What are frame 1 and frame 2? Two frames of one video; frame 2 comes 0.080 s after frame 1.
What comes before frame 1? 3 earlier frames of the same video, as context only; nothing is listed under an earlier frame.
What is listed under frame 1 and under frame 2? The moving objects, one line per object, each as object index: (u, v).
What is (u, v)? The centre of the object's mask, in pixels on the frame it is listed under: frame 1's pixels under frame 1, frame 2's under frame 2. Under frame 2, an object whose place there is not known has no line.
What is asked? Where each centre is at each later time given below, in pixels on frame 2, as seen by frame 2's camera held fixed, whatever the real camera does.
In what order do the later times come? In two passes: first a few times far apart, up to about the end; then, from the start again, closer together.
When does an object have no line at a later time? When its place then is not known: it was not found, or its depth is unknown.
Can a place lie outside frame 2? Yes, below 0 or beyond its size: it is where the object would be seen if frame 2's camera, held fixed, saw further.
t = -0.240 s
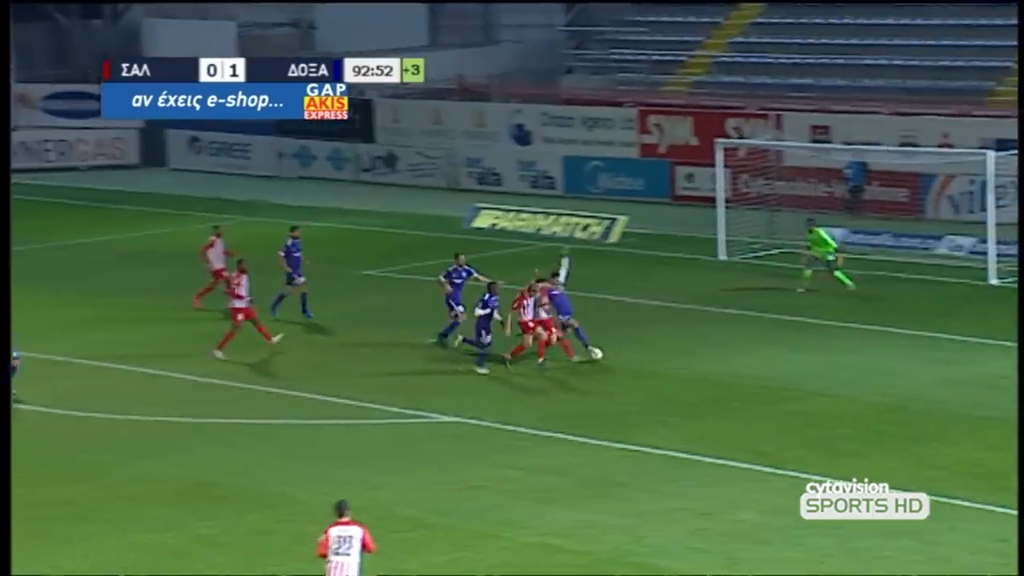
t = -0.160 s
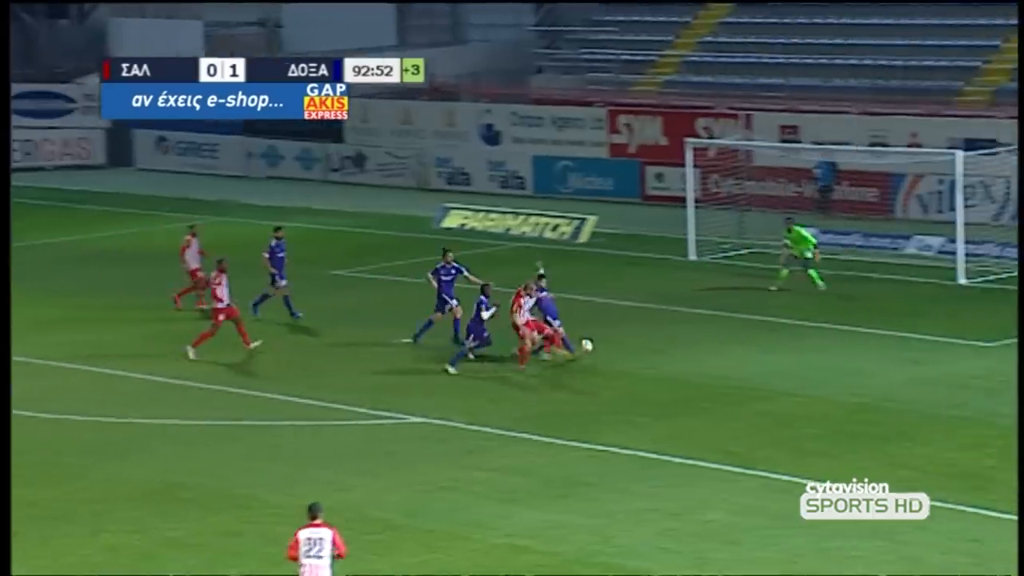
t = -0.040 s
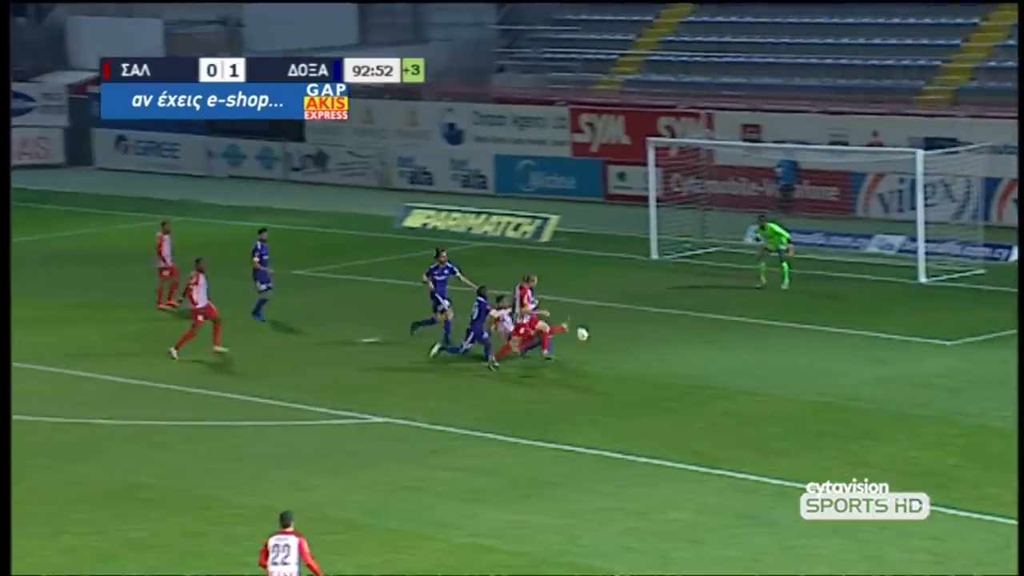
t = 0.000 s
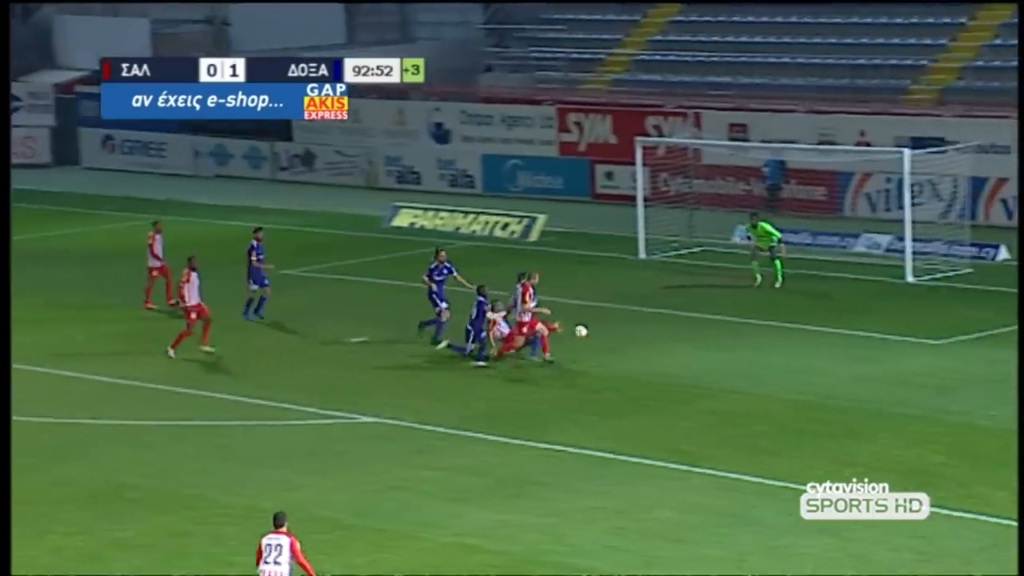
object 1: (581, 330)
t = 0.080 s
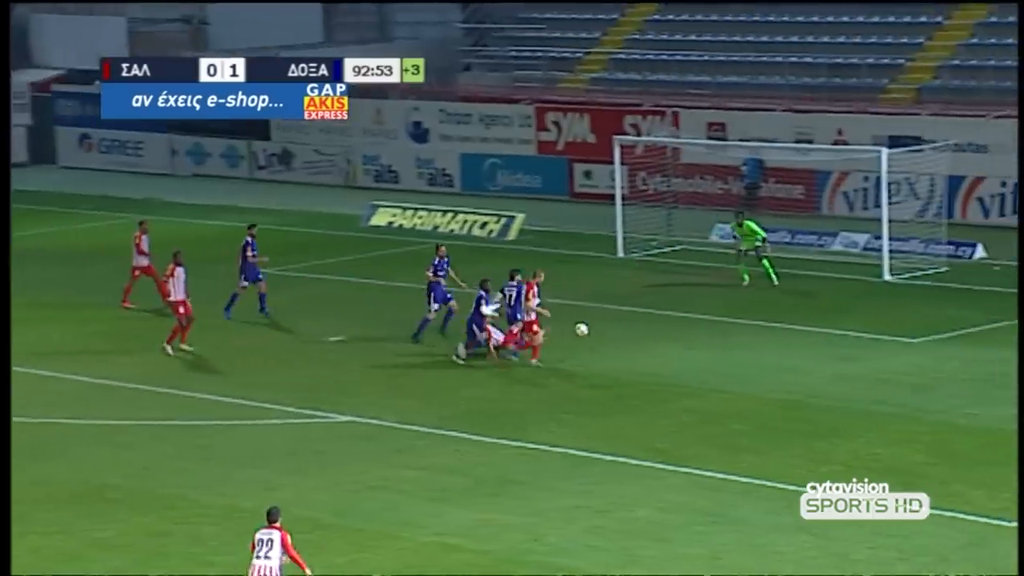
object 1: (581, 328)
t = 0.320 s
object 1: (651, 346)
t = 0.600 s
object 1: (730, 414)
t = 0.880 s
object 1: (803, 422)
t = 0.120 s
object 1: (593, 329)
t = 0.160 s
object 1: (604, 330)
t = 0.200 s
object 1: (616, 333)
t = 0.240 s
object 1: (627, 337)
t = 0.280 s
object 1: (639, 342)
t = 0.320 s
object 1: (651, 346)
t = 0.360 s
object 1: (662, 354)
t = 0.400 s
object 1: (673, 361)
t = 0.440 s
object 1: (684, 370)
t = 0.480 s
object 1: (696, 379)
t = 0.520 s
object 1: (707, 389)
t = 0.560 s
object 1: (718, 401)
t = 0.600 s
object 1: (730, 414)
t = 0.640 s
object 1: (742, 428)
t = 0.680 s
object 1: (753, 431)
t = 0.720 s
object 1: (762, 426)
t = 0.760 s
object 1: (772, 422)
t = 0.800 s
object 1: (783, 421)
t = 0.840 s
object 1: (792, 421)
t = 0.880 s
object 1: (803, 422)
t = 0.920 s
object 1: (813, 423)
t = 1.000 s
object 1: (834, 430)
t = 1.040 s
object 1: (844, 435)
